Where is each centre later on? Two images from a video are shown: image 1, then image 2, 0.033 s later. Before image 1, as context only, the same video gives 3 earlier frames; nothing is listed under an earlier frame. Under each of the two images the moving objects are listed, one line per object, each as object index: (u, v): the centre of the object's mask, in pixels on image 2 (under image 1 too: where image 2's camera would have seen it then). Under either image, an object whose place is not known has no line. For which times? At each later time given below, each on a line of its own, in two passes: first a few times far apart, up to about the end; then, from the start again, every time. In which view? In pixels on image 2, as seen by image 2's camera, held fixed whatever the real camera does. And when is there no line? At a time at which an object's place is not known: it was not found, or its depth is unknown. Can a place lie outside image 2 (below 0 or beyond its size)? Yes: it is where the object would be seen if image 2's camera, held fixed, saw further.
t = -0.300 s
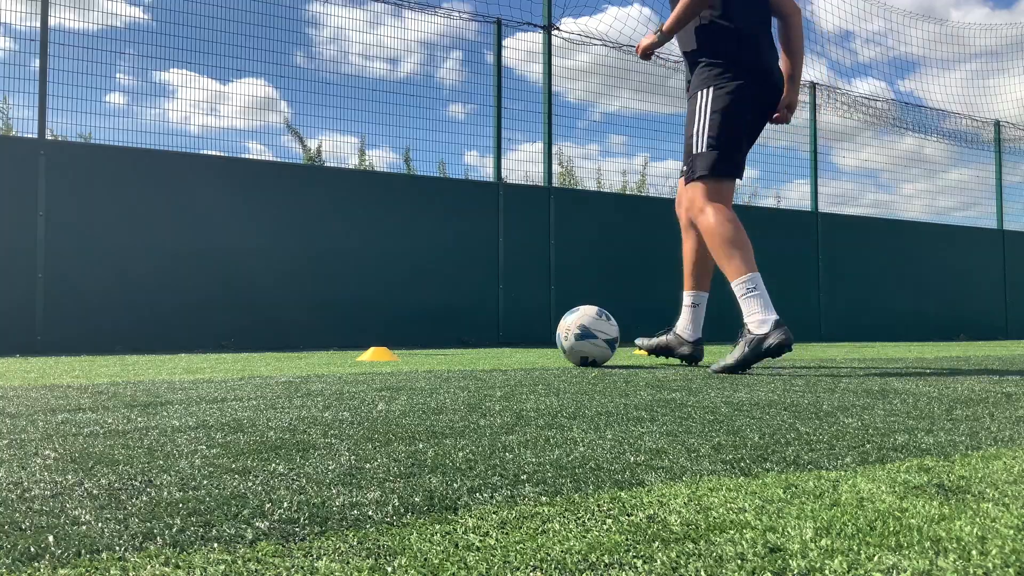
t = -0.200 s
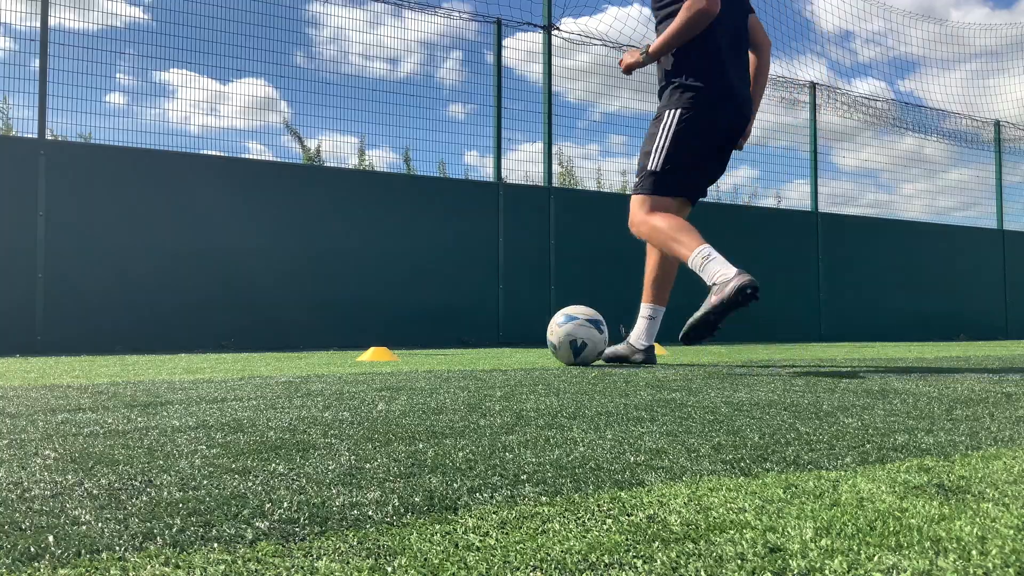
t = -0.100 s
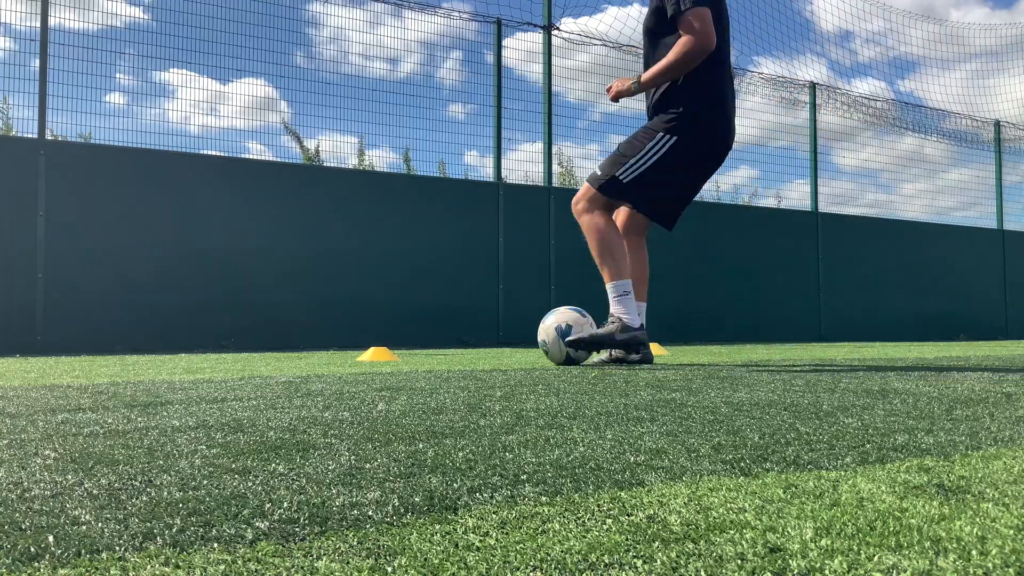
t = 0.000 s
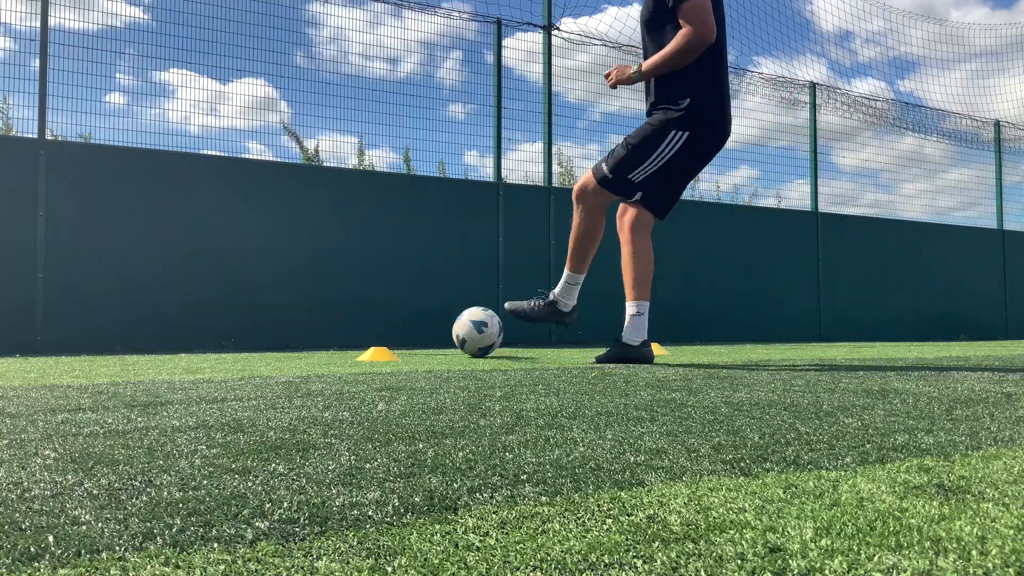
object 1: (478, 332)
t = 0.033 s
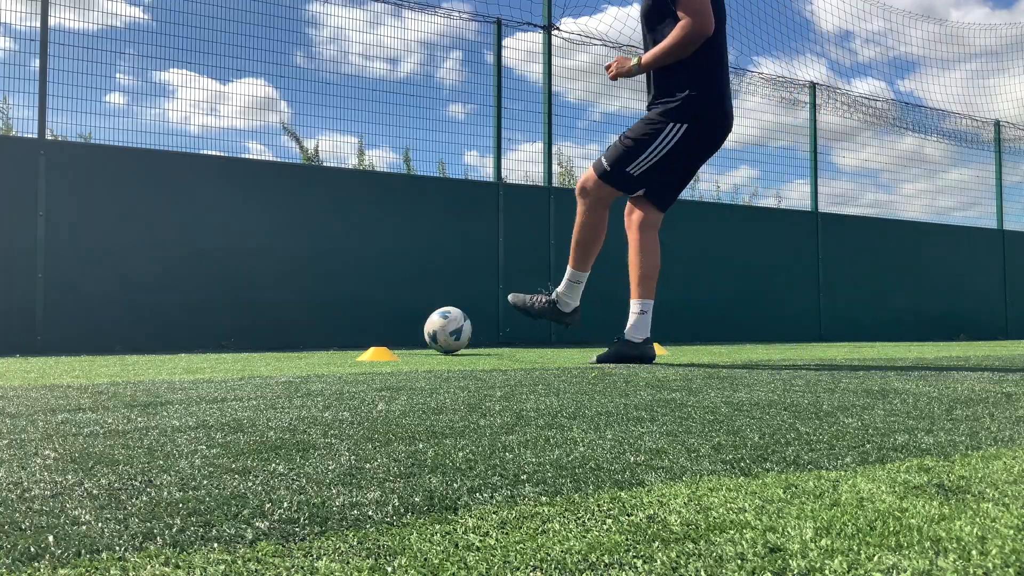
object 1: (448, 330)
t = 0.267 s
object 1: (330, 326)
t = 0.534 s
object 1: (428, 325)
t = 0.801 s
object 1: (539, 324)
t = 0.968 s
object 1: (615, 332)
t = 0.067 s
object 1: (421, 331)
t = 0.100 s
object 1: (399, 331)
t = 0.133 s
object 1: (379, 330)
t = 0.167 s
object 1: (361, 330)
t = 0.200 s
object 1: (346, 329)
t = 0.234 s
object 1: (332, 328)
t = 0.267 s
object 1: (330, 326)
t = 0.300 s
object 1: (340, 322)
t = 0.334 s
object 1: (352, 320)
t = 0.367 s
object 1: (363, 319)
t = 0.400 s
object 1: (376, 320)
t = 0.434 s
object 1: (389, 324)
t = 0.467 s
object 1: (403, 330)
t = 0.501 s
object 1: (416, 330)
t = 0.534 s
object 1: (428, 325)
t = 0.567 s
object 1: (441, 323)
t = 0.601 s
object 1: (454, 322)
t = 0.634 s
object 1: (469, 323)
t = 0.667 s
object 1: (484, 328)
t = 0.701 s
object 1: (500, 334)
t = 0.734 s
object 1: (513, 330)
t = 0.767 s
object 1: (526, 326)
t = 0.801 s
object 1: (539, 324)
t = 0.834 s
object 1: (554, 325)
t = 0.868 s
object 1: (569, 329)
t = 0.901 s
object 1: (585, 336)
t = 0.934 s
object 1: (600, 334)
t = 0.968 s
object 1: (615, 332)
